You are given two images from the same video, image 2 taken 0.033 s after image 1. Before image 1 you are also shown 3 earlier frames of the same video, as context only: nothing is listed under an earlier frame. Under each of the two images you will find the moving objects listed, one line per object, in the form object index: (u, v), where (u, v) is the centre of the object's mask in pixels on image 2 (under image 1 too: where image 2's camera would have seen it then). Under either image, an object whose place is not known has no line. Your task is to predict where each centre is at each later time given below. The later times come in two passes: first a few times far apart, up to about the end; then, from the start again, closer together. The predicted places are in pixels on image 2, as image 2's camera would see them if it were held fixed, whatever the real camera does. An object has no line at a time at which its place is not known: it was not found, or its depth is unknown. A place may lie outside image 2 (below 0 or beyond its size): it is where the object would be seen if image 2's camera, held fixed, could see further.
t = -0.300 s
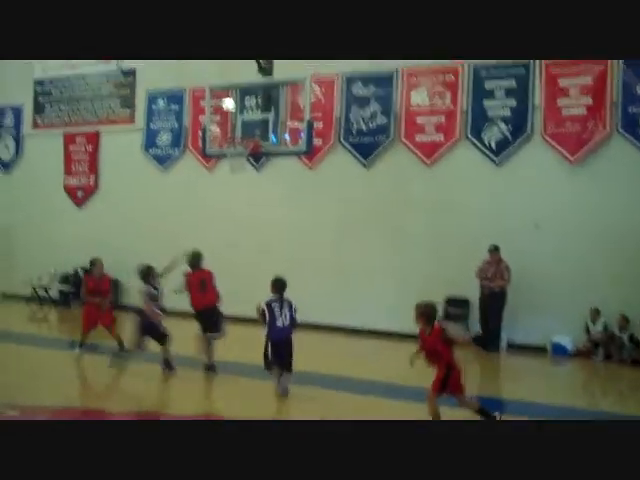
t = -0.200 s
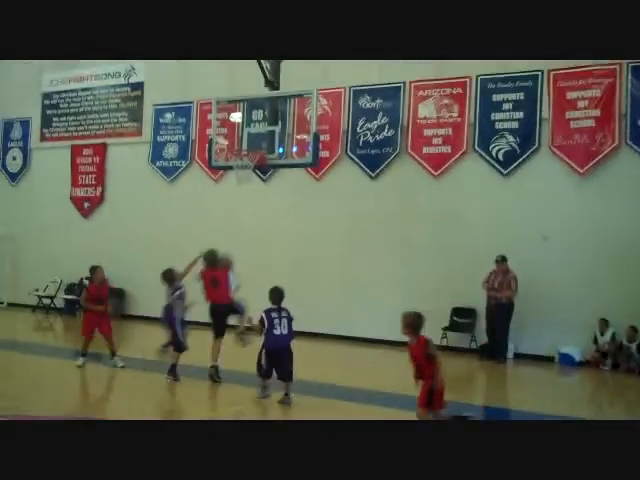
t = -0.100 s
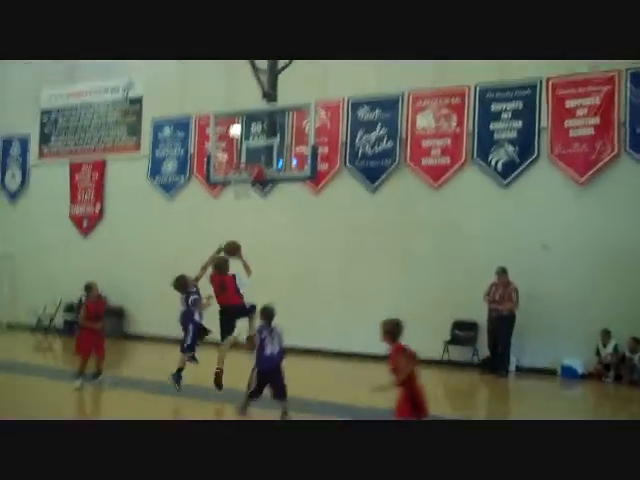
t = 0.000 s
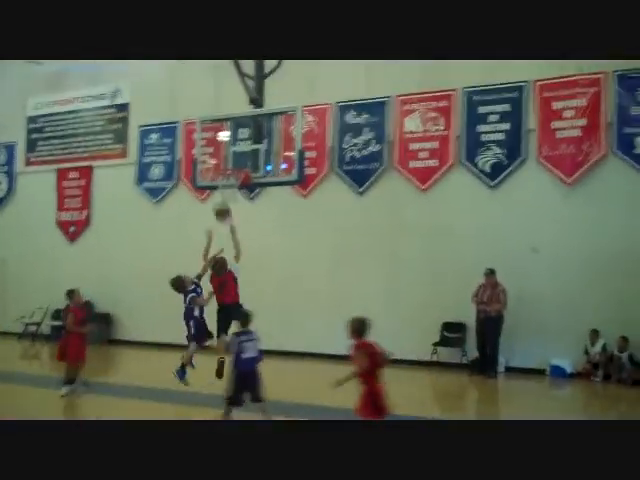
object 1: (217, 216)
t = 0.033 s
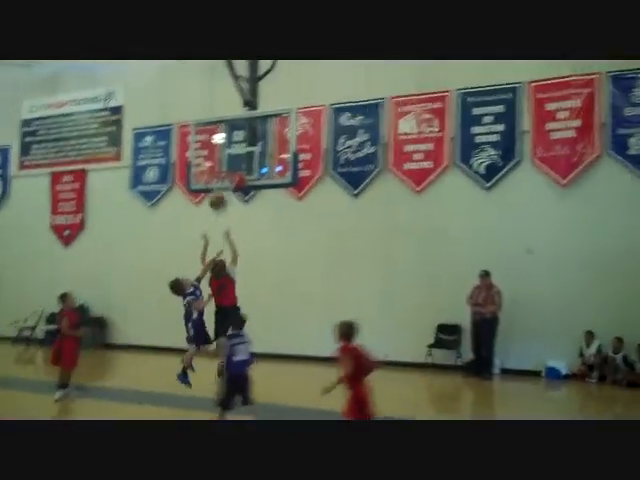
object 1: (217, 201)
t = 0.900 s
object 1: (217, 141)
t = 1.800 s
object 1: (164, 200)
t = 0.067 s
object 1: (218, 189)
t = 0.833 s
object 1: (220, 128)
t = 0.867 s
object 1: (219, 136)
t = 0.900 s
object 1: (217, 141)
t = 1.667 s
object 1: (174, 162)
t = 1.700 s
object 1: (170, 171)
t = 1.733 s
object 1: (168, 180)
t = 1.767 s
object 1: (165, 189)
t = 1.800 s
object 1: (164, 200)
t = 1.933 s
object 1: (153, 257)
